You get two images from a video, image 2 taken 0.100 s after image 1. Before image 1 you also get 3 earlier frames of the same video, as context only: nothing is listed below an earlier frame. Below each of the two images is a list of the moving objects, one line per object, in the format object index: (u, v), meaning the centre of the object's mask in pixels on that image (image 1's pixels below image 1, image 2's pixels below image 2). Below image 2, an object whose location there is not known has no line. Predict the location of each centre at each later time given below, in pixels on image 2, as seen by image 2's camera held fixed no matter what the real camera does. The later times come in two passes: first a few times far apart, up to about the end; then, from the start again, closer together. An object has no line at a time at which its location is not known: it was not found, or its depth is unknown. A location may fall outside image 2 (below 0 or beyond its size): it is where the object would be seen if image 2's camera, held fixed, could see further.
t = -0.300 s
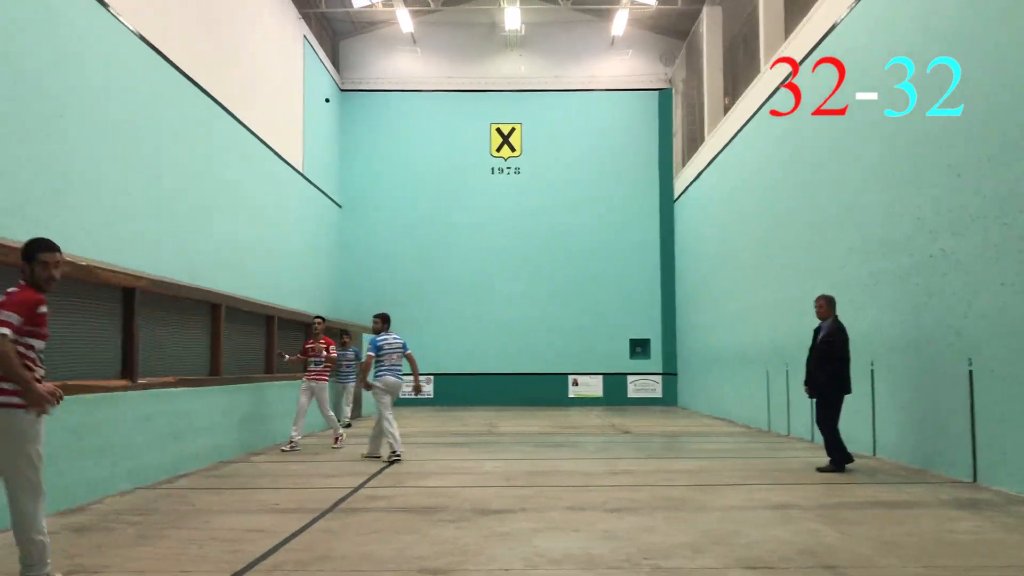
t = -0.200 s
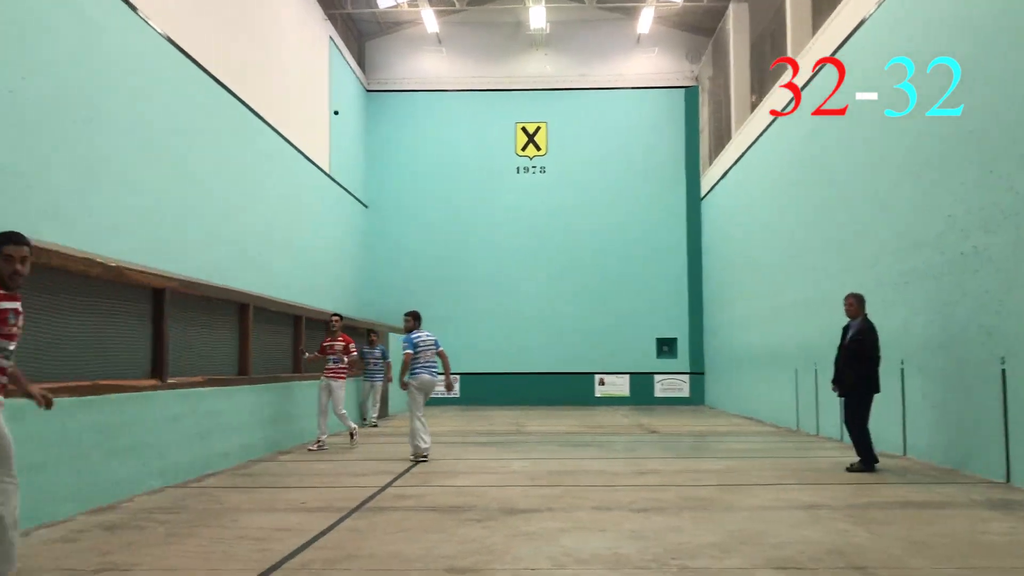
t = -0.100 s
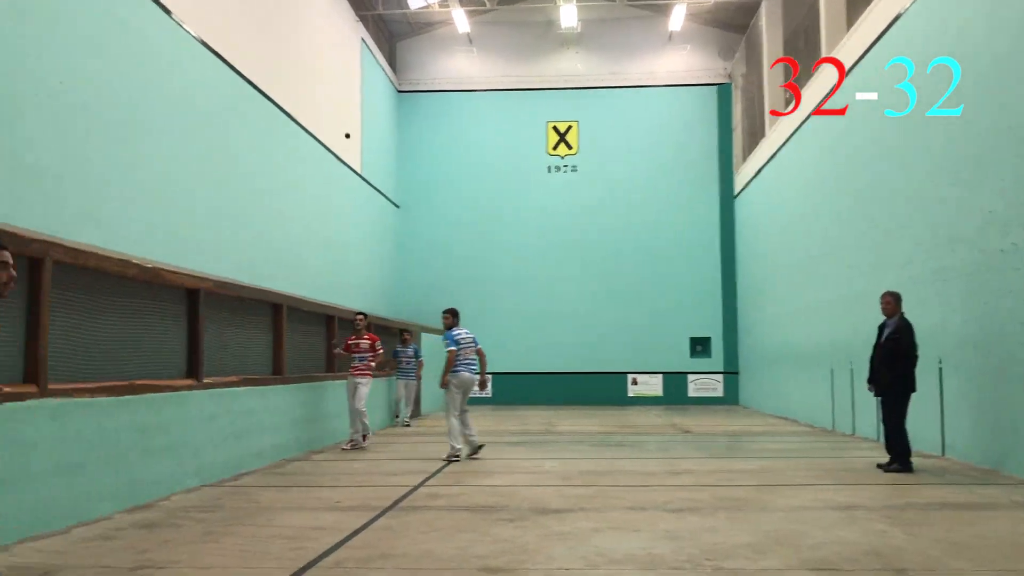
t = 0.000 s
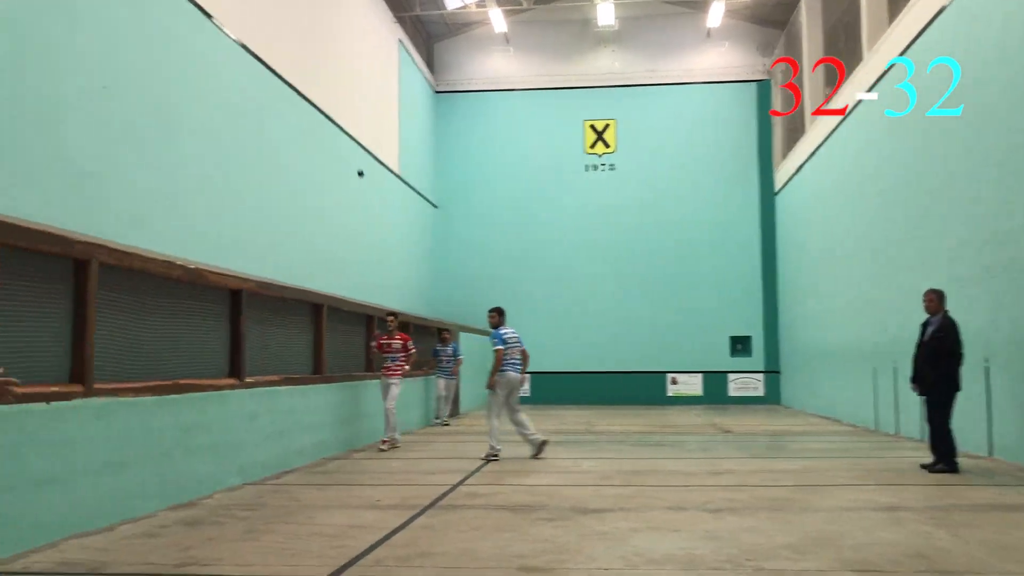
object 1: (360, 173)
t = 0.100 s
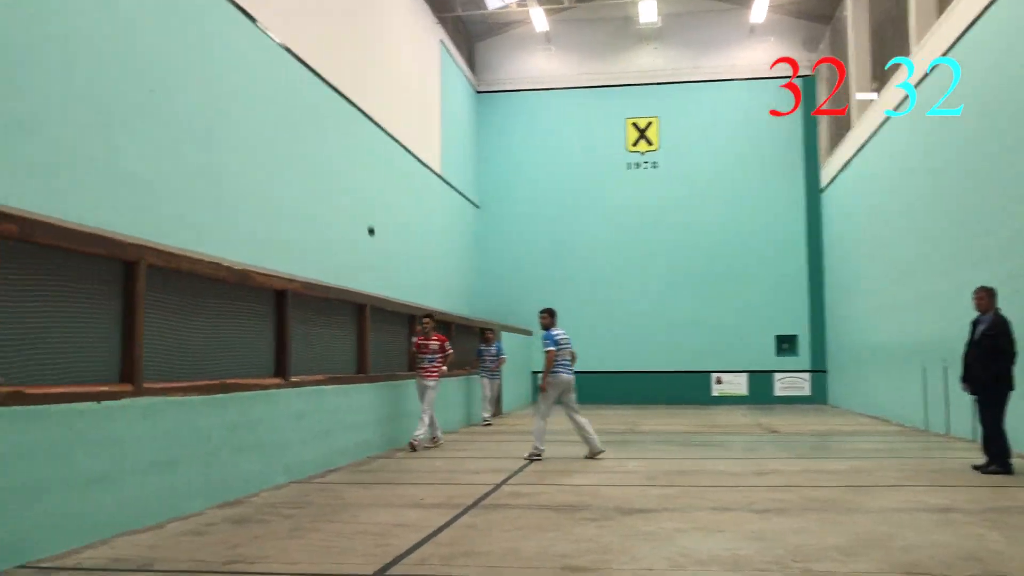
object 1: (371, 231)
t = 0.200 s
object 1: (328, 319)
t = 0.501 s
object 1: (192, 405)
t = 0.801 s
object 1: (102, 116)
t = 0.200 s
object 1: (328, 319)
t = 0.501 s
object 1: (192, 405)
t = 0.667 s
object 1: (148, 235)
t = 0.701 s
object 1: (138, 204)
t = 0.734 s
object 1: (127, 174)
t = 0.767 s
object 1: (115, 144)
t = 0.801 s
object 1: (102, 116)
